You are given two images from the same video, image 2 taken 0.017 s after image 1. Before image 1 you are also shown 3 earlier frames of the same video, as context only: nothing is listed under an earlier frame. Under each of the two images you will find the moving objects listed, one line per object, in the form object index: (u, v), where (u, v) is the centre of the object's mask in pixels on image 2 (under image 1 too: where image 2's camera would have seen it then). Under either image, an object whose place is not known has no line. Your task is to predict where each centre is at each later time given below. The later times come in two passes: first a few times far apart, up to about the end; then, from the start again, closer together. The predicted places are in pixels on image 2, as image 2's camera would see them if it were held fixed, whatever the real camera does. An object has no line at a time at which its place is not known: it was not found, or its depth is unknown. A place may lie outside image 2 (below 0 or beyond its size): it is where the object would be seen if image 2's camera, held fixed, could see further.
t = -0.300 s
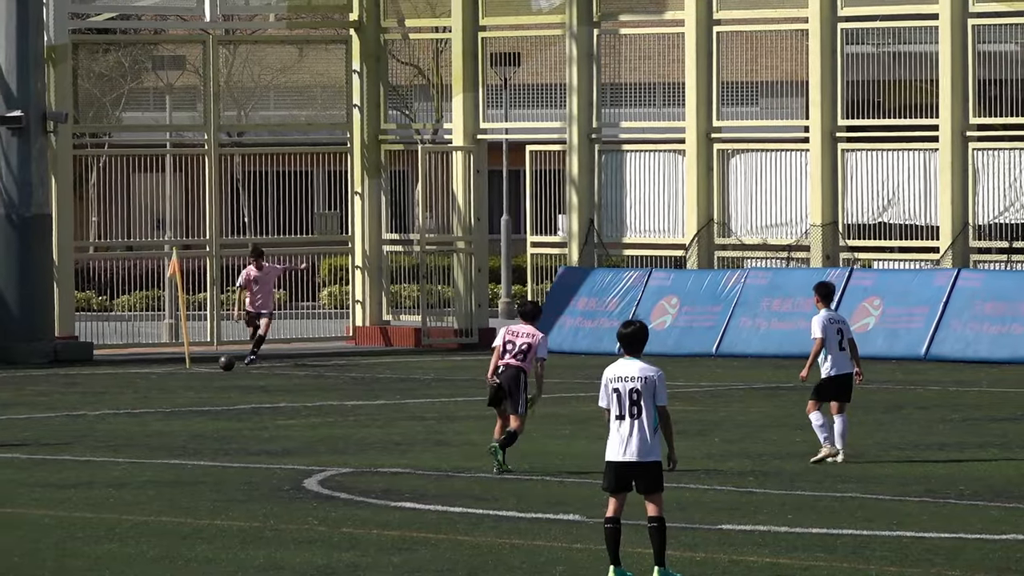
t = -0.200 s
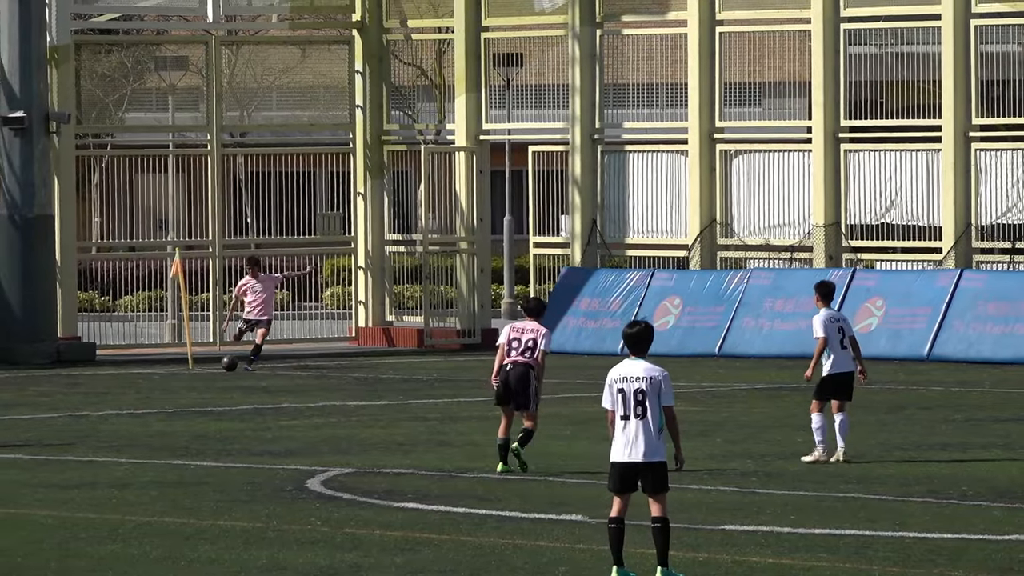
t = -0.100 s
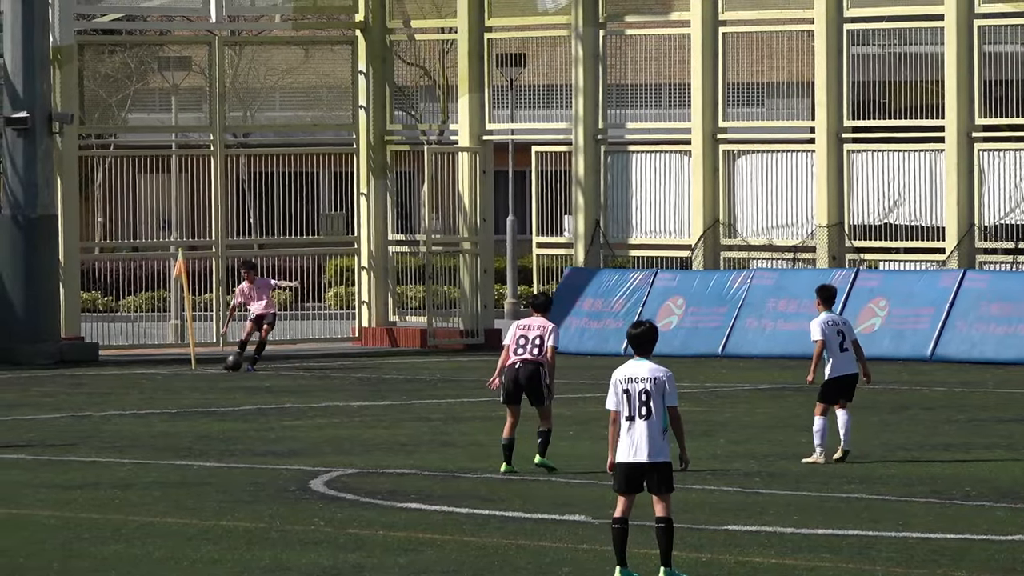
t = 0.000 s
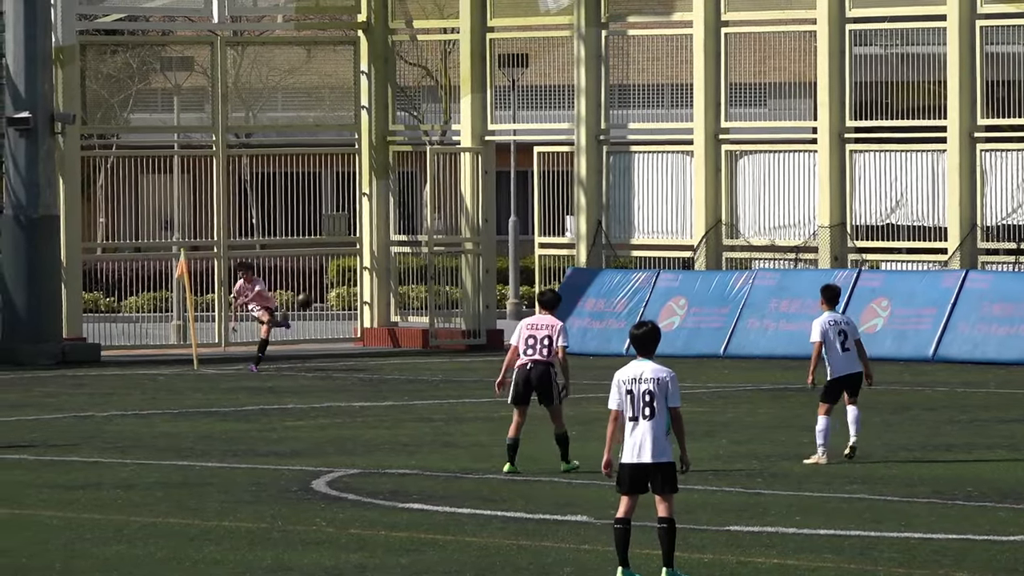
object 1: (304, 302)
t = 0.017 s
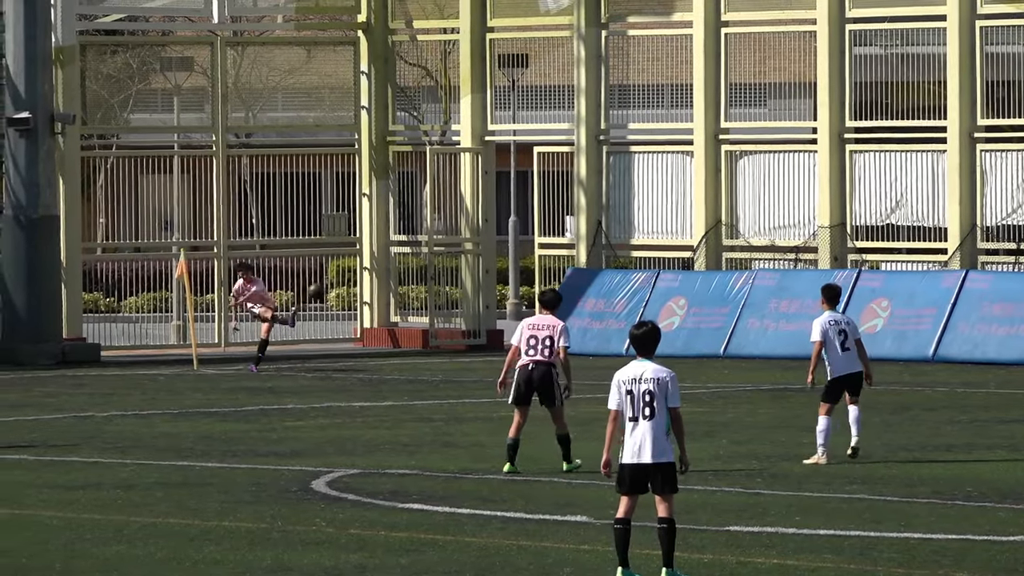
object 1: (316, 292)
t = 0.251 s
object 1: (487, 170)
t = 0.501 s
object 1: (707, 72)
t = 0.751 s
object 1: (954, 12)
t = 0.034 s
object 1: (327, 282)
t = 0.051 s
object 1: (340, 273)
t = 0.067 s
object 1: (352, 263)
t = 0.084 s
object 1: (365, 253)
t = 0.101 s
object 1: (376, 245)
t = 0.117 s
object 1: (388, 235)
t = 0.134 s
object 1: (400, 227)
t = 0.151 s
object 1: (411, 218)
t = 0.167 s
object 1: (424, 210)
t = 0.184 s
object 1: (437, 201)
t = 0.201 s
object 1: (450, 193)
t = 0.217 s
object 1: (462, 184)
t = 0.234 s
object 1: (475, 177)
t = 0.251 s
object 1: (487, 170)
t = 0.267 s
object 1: (501, 161)
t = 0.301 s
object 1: (530, 146)
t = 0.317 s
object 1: (544, 139)
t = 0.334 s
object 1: (558, 132)
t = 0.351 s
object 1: (572, 126)
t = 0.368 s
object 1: (587, 120)
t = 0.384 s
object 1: (602, 113)
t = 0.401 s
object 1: (616, 107)
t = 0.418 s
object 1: (632, 101)
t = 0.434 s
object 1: (647, 95)
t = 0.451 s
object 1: (661, 89)
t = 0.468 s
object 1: (677, 83)
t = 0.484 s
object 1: (692, 77)
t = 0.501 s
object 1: (707, 72)
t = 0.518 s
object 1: (723, 67)
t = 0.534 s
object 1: (739, 62)
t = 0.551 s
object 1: (754, 57)
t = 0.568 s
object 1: (770, 52)
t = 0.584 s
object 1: (786, 48)
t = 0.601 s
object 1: (802, 43)
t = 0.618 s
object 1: (818, 39)
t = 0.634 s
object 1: (835, 35)
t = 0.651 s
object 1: (852, 31)
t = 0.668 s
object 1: (868, 28)
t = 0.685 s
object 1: (885, 24)
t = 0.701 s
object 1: (902, 21)
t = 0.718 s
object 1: (919, 17)
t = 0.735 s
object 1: (937, 14)
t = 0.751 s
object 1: (954, 12)
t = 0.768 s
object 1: (971, 10)
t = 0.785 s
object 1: (989, 6)
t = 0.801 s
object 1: (1008, 4)
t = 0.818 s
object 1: (1026, 2)
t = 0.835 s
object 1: (1044, 0)
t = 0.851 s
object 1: (1063, -1)
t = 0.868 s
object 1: (1081, -3)
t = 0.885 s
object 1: (1100, -5)
